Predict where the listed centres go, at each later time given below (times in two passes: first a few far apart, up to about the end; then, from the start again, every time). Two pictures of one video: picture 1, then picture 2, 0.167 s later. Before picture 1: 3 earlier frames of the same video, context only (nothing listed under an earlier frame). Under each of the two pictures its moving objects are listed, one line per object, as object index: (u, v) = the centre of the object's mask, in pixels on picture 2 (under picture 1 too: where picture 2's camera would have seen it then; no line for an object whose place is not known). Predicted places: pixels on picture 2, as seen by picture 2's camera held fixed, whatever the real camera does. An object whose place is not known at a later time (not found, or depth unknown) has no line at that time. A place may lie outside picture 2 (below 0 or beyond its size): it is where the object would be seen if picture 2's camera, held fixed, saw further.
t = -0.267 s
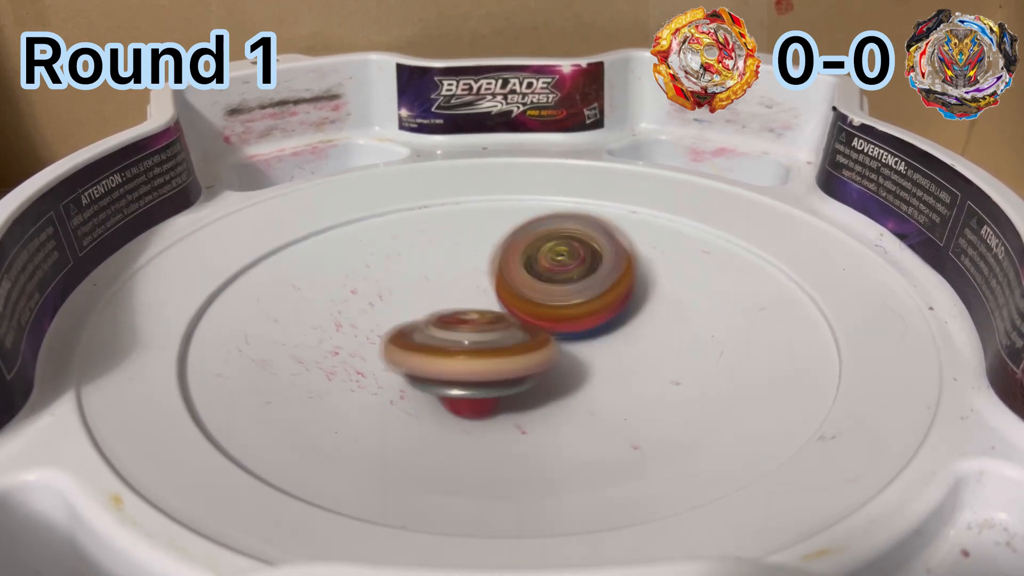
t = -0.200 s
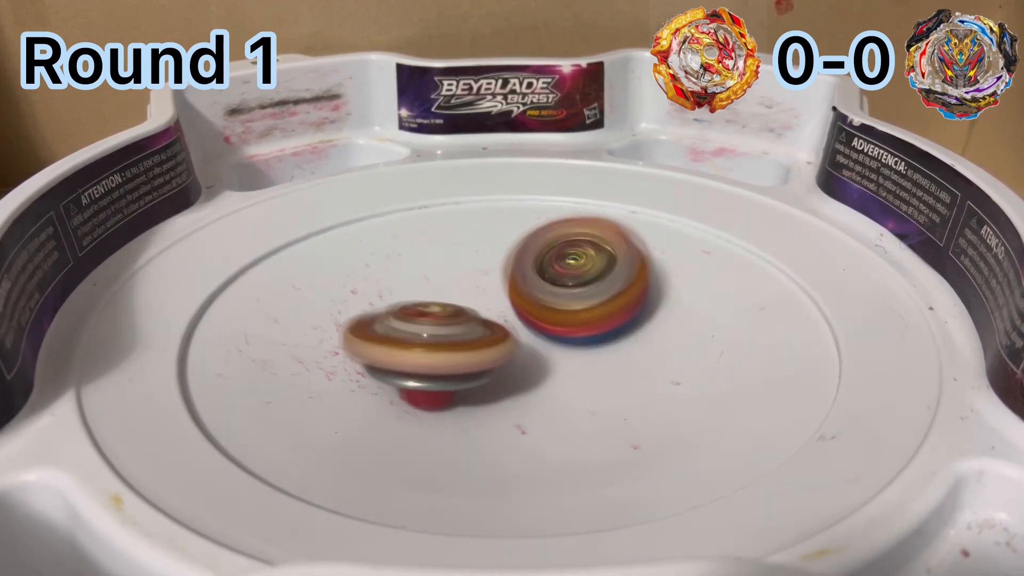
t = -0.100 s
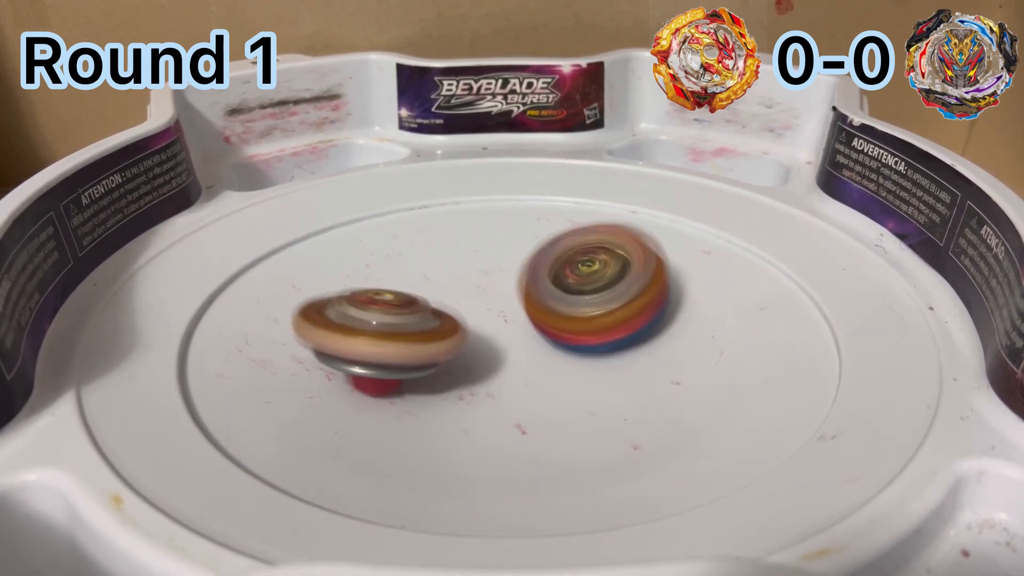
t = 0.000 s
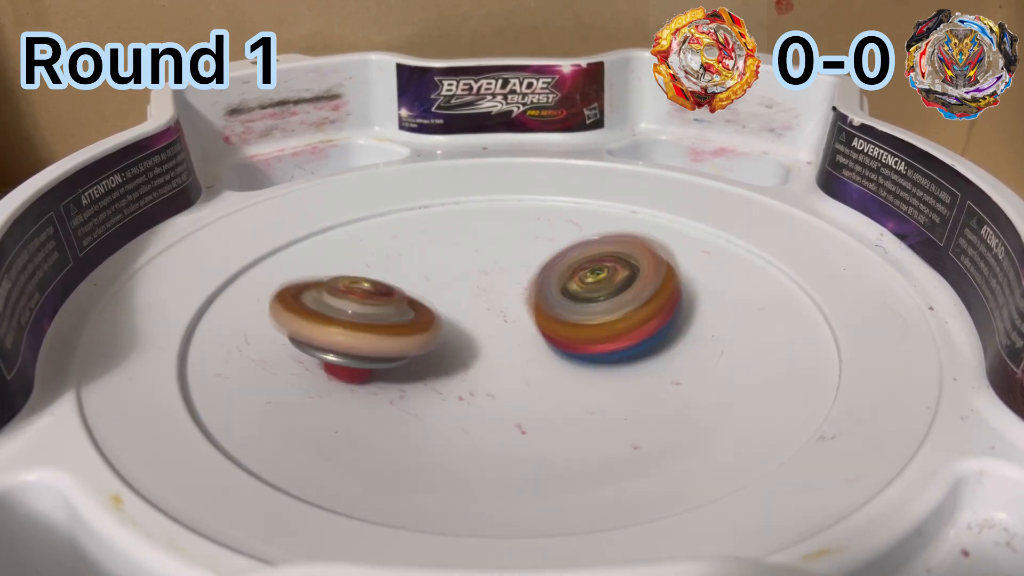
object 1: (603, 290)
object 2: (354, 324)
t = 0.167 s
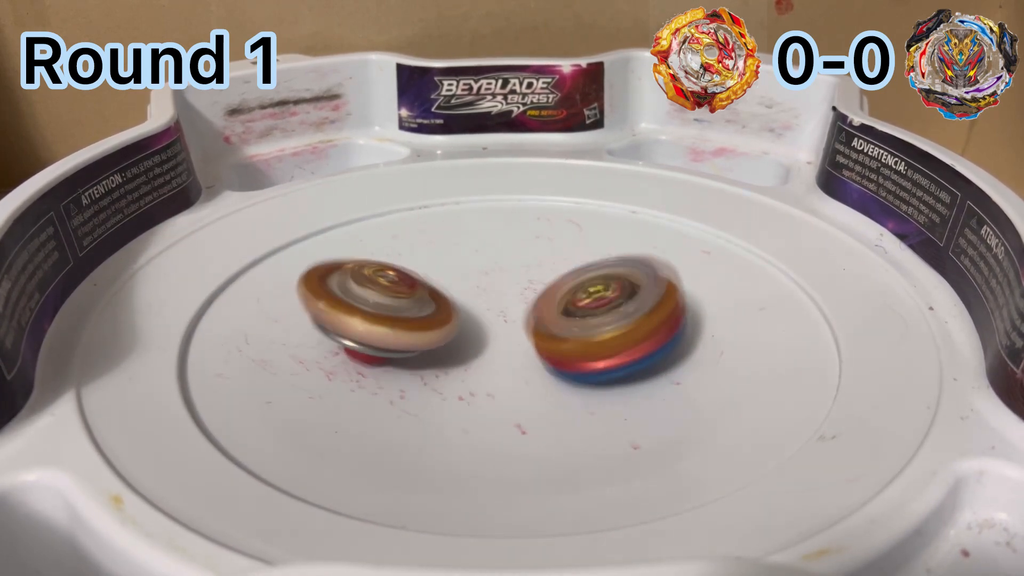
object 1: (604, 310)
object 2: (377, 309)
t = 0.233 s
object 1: (598, 318)
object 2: (397, 303)
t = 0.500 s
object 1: (542, 341)
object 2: (469, 249)
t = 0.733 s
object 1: (484, 338)
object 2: (512, 233)
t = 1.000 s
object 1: (448, 312)
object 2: (586, 262)
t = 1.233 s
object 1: (460, 286)
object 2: (670, 281)
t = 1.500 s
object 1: (508, 269)
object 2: (650, 319)
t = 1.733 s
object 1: (559, 273)
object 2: (587, 369)
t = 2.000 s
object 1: (596, 292)
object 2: (488, 377)
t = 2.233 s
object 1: (589, 318)
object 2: (417, 346)
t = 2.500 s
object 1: (537, 335)
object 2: (388, 296)
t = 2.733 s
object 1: (490, 334)
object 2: (434, 258)
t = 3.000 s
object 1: (463, 315)
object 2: (525, 239)
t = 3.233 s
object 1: (449, 295)
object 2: (634, 233)
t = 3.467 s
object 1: (465, 288)
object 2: (676, 259)
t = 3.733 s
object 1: (519, 289)
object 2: (679, 341)
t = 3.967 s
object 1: (561, 298)
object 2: (592, 392)
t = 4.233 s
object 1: (576, 313)
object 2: (433, 387)
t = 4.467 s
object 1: (560, 316)
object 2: (355, 331)
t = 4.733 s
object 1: (523, 313)
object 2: (384, 258)
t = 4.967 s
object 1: (503, 304)
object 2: (479, 217)
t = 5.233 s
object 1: (507, 296)
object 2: (592, 215)
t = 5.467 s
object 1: (507, 292)
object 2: (679, 260)
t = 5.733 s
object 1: (502, 297)
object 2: (701, 346)
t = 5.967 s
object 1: (500, 301)
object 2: (586, 398)
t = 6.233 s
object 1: (511, 304)
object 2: (398, 376)
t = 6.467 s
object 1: (523, 306)
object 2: (332, 305)
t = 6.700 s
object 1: (535, 305)
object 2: (385, 251)
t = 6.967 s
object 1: (542, 304)
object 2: (513, 217)
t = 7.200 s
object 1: (537, 301)
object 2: (631, 232)
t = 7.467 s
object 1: (513, 299)
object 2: (702, 285)
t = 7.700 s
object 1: (503, 295)
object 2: (663, 357)
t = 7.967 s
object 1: (510, 291)
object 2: (497, 386)
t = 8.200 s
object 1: (526, 293)
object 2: (391, 338)
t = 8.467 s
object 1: (554, 299)
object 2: (411, 268)
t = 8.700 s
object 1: (548, 310)
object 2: (501, 234)
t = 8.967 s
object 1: (508, 323)
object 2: (622, 262)
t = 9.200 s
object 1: (488, 316)
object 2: (656, 322)
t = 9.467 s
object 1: (473, 292)
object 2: (570, 381)
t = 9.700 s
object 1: (490, 285)
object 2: (448, 372)
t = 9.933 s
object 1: (569, 259)
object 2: (395, 314)
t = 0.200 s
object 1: (601, 315)
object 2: (387, 306)
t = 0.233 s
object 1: (598, 318)
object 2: (397, 303)
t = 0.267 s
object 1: (595, 321)
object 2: (408, 299)
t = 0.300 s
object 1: (590, 325)
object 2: (420, 293)
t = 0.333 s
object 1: (585, 328)
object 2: (429, 287)
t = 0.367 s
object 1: (578, 332)
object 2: (438, 279)
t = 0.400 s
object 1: (569, 335)
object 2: (447, 272)
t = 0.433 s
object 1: (560, 337)
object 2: (455, 264)
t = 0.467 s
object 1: (552, 339)
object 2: (462, 257)
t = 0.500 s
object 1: (542, 341)
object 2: (469, 249)
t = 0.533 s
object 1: (534, 342)
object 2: (475, 242)
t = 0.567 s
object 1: (525, 342)
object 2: (481, 237)
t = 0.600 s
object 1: (516, 342)
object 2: (487, 233)
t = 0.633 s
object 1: (507, 342)
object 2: (494, 230)
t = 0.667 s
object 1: (499, 341)
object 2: (500, 230)
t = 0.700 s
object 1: (492, 339)
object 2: (506, 230)
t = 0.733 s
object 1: (484, 338)
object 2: (512, 233)
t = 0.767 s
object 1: (477, 336)
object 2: (519, 235)
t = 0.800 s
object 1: (471, 333)
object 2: (527, 238)
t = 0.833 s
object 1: (465, 330)
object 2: (533, 242)
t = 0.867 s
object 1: (459, 327)
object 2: (540, 246)
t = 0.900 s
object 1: (455, 324)
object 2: (548, 250)
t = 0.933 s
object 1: (451, 320)
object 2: (559, 254)
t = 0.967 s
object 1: (450, 316)
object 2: (572, 257)
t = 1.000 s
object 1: (448, 312)
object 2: (586, 262)
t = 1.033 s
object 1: (448, 308)
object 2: (597, 264)
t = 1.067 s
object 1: (448, 304)
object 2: (610, 267)
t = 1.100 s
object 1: (449, 300)
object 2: (624, 270)
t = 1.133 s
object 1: (450, 296)
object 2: (639, 272)
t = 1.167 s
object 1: (452, 293)
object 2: (653, 275)
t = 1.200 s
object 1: (456, 289)
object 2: (663, 278)
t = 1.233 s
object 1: (460, 286)
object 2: (670, 281)
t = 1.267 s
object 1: (465, 283)
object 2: (674, 284)
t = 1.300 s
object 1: (471, 280)
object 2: (676, 289)
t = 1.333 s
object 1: (475, 277)
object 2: (677, 293)
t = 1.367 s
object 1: (482, 275)
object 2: (676, 298)
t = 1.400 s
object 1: (488, 273)
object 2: (673, 303)
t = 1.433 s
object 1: (494, 271)
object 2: (668, 308)
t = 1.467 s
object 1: (501, 270)
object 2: (660, 314)
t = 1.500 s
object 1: (508, 269)
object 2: (650, 319)
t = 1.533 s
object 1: (515, 268)
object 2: (642, 326)
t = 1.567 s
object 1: (522, 268)
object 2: (633, 333)
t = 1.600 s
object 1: (529, 267)
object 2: (626, 342)
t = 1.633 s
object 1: (537, 269)
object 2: (619, 350)
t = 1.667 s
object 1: (544, 269)
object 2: (607, 357)
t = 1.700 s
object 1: (552, 272)
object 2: (598, 364)
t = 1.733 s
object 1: (559, 273)
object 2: (587, 369)
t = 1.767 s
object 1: (566, 275)
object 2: (575, 374)
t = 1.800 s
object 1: (573, 276)
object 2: (564, 378)
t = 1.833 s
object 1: (578, 277)
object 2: (551, 380)
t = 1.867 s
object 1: (583, 279)
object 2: (539, 381)
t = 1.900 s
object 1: (588, 281)
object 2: (526, 381)
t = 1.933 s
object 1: (591, 284)
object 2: (514, 381)
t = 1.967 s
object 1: (594, 288)
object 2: (501, 380)
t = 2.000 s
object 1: (596, 292)
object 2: (488, 377)
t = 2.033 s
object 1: (598, 295)
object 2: (477, 375)
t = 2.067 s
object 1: (598, 299)
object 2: (465, 371)
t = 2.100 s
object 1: (598, 303)
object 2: (452, 367)
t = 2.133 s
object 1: (597, 307)
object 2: (443, 363)
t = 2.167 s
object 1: (595, 311)
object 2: (434, 358)
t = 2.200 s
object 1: (592, 315)
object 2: (425, 352)
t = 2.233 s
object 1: (589, 318)
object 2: (417, 346)
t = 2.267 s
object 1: (584, 321)
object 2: (408, 340)
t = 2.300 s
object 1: (581, 324)
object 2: (398, 333)
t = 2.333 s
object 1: (574, 326)
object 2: (392, 327)
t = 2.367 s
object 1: (571, 329)
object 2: (387, 320)
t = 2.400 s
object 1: (563, 331)
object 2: (385, 314)
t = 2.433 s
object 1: (555, 332)
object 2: (385, 308)
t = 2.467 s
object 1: (545, 334)
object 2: (386, 302)
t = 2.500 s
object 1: (537, 335)
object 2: (388, 296)
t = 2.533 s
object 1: (529, 338)
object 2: (391, 291)
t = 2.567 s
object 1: (519, 336)
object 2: (395, 284)
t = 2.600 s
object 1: (511, 337)
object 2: (400, 278)
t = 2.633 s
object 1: (505, 337)
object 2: (407, 273)
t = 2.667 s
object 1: (502, 336)
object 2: (416, 268)
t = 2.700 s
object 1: (498, 336)
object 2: (426, 263)
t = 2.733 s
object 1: (490, 334)
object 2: (434, 258)
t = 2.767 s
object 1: (484, 332)
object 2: (445, 254)
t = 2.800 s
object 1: (478, 332)
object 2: (456, 251)
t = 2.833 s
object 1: (474, 330)
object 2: (465, 248)
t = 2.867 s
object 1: (471, 328)
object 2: (479, 246)
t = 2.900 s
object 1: (468, 322)
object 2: (491, 242)
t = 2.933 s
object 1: (467, 322)
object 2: (503, 240)
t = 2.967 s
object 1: (464, 318)
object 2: (515, 240)
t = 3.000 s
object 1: (463, 315)
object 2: (525, 239)
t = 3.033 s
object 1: (463, 312)
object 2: (537, 239)
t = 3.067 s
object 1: (464, 307)
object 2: (549, 239)
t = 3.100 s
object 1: (466, 304)
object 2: (558, 240)
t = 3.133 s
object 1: (465, 301)
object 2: (574, 240)
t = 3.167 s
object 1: (453, 299)
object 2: (595, 238)
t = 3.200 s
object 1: (448, 296)
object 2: (619, 235)
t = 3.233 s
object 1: (449, 295)
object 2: (634, 233)
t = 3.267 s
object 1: (449, 293)
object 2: (649, 233)
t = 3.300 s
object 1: (449, 292)
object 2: (658, 234)
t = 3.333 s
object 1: (451, 291)
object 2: (667, 237)
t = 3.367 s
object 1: (454, 289)
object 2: (672, 241)
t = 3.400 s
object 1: (457, 289)
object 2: (677, 245)
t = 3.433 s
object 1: (461, 288)
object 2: (677, 252)
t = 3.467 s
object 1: (465, 288)
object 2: (676, 259)
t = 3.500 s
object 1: (470, 287)
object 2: (676, 267)
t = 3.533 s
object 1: (476, 287)
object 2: (678, 276)
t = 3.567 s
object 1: (483, 286)
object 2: (678, 286)
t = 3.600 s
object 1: (490, 286)
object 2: (679, 296)
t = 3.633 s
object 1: (497, 286)
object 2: (683, 307)
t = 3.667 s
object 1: (505, 287)
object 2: (683, 318)
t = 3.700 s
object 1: (513, 288)
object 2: (682, 329)
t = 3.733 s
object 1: (519, 289)
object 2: (679, 341)
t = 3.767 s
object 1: (527, 290)
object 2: (673, 350)
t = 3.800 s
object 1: (533, 291)
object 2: (664, 360)
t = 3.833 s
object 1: (540, 292)
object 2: (653, 368)
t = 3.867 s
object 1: (546, 293)
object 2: (641, 375)
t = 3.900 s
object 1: (550, 295)
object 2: (626, 382)
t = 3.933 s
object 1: (555, 298)
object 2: (611, 387)
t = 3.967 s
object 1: (561, 298)
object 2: (592, 392)
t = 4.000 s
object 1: (563, 300)
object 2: (576, 394)
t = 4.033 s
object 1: (565, 300)
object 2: (556, 396)
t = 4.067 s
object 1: (570, 303)
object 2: (536, 397)
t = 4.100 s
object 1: (572, 305)
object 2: (516, 397)
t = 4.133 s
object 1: (576, 307)
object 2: (496, 396)
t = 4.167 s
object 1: (577, 311)
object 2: (473, 395)
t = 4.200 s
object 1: (576, 313)
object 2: (451, 391)
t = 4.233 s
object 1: (576, 313)
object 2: (433, 387)
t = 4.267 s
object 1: (575, 314)
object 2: (414, 380)
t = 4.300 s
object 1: (575, 315)
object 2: (397, 374)
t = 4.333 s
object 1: (573, 315)
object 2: (387, 366)
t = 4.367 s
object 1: (569, 316)
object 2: (375, 358)
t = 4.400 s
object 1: (569, 317)
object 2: (365, 349)
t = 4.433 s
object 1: (564, 318)
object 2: (360, 340)
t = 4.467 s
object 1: (560, 316)
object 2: (355, 331)
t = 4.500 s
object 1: (557, 318)
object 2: (353, 320)
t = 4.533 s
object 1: (552, 318)
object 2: (351, 311)
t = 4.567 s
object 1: (548, 318)
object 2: (352, 301)
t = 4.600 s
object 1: (542, 317)
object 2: (356, 291)
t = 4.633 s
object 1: (536, 315)
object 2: (360, 283)
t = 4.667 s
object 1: (532, 314)
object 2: (368, 273)
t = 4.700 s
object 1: (526, 313)
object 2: (376, 265)
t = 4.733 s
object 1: (523, 313)
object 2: (384, 258)
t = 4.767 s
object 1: (518, 309)
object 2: (396, 250)
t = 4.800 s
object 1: (515, 309)
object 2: (406, 244)
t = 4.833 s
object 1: (512, 307)
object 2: (416, 238)
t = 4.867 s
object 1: (508, 305)
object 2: (432, 230)
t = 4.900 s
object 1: (507, 303)
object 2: (445, 226)
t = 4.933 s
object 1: (503, 301)
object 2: (458, 221)
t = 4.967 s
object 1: (503, 304)
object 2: (479, 217)
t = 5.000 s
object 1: (501, 303)
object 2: (495, 213)
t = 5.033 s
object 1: (500, 302)
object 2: (509, 211)
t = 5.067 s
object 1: (500, 301)
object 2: (525, 209)
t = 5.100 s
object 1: (500, 299)
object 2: (539, 208)
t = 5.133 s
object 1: (501, 299)
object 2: (552, 208)
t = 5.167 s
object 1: (503, 298)
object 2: (564, 209)
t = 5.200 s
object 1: (505, 296)
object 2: (579, 210)
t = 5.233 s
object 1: (507, 296)
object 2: (592, 215)
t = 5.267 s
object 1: (509, 295)
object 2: (602, 218)
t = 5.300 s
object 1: (511, 294)
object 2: (613, 223)
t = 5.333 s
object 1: (514, 293)
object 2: (628, 230)
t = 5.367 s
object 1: (517, 293)
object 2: (638, 238)
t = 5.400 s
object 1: (520, 293)
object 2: (648, 245)
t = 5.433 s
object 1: (511, 292)
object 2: (664, 252)
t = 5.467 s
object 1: (507, 292)
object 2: (679, 260)
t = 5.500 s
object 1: (507, 291)
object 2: (688, 271)
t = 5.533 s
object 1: (507, 293)
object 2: (695, 280)
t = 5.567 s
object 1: (506, 293)
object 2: (702, 290)
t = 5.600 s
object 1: (504, 294)
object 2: (706, 301)
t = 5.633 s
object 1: (505, 294)
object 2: (710, 312)
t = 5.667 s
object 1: (503, 296)
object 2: (710, 324)
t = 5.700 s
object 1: (503, 296)
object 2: (707, 335)
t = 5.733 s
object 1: (502, 297)
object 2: (701, 346)
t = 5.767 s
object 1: (500, 298)
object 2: (693, 356)
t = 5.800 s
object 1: (502, 298)
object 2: (682, 365)
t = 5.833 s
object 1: (500, 299)
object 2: (668, 374)
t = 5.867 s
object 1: (500, 299)
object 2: (651, 381)
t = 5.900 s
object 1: (500, 300)
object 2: (630, 389)
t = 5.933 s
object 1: (499, 300)
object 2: (609, 394)
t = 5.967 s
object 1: (500, 301)
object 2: (586, 398)
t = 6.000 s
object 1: (500, 301)
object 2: (563, 400)
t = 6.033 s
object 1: (502, 302)
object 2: (537, 402)
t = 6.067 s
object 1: (503, 302)
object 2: (509, 402)
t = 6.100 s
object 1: (503, 303)
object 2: (485, 399)
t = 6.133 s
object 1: (505, 303)
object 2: (459, 396)
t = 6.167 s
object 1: (508, 303)
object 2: (437, 390)
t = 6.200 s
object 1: (508, 303)
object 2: (416, 384)
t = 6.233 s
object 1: (511, 304)
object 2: (398, 376)
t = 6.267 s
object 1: (511, 305)
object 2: (379, 366)
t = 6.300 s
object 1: (514, 305)
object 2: (363, 357)
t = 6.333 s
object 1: (515, 306)
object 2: (352, 347)
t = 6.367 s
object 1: (516, 305)
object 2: (342, 336)
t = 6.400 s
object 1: (519, 305)
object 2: (338, 326)
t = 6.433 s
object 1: (520, 305)
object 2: (334, 315)
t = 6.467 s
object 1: (523, 306)
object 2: (332, 305)
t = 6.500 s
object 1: (525, 305)
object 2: (333, 295)
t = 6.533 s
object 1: (526, 306)
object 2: (336, 286)
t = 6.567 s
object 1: (528, 308)
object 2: (345, 277)
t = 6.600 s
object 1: (531, 305)
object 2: (353, 269)
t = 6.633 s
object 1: (531, 305)
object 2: (363, 263)
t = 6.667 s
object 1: (534, 306)
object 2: (374, 255)
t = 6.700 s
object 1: (535, 305)
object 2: (385, 251)
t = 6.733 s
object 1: (536, 305)
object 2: (400, 243)
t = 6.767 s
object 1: (539, 306)
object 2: (414, 240)
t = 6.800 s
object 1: (539, 305)
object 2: (431, 233)
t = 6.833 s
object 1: (540, 305)
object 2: (446, 228)
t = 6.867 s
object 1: (543, 304)
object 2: (463, 225)
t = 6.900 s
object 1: (542, 305)
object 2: (479, 222)
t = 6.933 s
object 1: (542, 303)
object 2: (496, 220)
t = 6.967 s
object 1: (542, 304)
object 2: (513, 217)
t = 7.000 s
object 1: (540, 303)
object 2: (530, 217)
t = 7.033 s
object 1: (541, 303)
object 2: (550, 216)
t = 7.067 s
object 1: (540, 302)
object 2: (569, 217)
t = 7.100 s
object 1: (539, 301)
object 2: (587, 220)
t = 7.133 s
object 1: (538, 302)
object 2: (603, 222)
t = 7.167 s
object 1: (537, 300)
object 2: (617, 228)
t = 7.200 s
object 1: (537, 301)
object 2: (631, 232)
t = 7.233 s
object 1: (535, 300)
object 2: (642, 239)
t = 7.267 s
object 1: (533, 300)
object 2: (650, 240)
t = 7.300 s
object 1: (525, 300)
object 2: (665, 246)
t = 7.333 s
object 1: (523, 299)
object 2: (675, 252)
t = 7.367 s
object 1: (521, 300)
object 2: (685, 259)
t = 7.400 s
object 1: (517, 298)
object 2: (693, 267)
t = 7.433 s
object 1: (516, 300)
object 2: (698, 276)
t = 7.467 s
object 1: (513, 299)
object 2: (702, 285)
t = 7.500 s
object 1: (510, 299)
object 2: (704, 295)
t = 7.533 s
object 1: (508, 299)
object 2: (704, 307)
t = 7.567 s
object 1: (507, 298)
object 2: (701, 318)
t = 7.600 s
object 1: (505, 297)
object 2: (696, 328)
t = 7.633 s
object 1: (503, 296)
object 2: (688, 338)
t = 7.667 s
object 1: (503, 296)
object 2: (677, 348)
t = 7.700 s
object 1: (503, 295)
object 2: (663, 357)
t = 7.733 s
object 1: (503, 295)
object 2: (647, 365)
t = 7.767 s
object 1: (502, 295)
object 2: (629, 372)
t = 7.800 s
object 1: (503, 293)
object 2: (609, 378)
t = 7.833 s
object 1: (503, 293)
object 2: (588, 383)
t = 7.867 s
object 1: (504, 292)
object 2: (565, 387)
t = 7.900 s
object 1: (505, 293)
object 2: (542, 388)
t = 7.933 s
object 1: (507, 293)
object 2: (519, 387)
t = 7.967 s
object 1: (510, 291)
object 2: (497, 386)
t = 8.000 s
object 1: (511, 290)
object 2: (475, 382)
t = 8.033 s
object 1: (513, 291)
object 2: (455, 377)
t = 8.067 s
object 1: (516, 292)
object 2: (438, 371)
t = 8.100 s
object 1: (519, 292)
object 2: (424, 364)
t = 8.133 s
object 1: (523, 292)
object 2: (410, 356)
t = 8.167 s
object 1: (525, 294)
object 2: (399, 348)
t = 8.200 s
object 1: (526, 293)
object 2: (391, 338)
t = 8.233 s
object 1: (534, 294)
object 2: (384, 328)
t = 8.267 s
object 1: (539, 295)
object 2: (381, 318)
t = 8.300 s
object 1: (542, 295)
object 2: (381, 309)
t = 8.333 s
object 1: (545, 296)
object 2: (383, 300)
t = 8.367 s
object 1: (547, 296)
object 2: (387, 291)
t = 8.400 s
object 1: (552, 297)
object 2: (394, 282)
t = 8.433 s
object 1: (553, 298)
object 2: (403, 275)
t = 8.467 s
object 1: (554, 299)
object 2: (411, 268)
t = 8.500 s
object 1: (555, 300)
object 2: (421, 262)
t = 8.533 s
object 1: (555, 302)
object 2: (433, 256)
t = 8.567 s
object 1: (557, 303)
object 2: (444, 250)
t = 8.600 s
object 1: (555, 305)
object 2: (457, 246)
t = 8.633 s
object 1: (554, 305)
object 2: (472, 241)
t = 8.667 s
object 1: (551, 308)
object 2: (486, 237)
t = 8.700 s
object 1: (548, 310)
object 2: (501, 234)
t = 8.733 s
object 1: (544, 314)
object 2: (517, 233)
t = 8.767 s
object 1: (541, 314)
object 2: (536, 234)
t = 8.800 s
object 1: (536, 317)
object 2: (552, 236)
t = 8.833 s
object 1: (533, 316)
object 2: (566, 238)
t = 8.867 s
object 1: (530, 317)
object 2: (582, 242)
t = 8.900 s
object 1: (527, 319)
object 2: (597, 247)
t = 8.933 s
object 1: (516, 320)
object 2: (610, 253)
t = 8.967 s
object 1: (508, 323)
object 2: (622, 262)
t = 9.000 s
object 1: (505, 320)
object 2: (630, 270)
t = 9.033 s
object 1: (500, 319)
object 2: (638, 277)
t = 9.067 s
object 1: (496, 318)
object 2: (644, 286)
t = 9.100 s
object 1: (494, 318)
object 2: (649, 294)
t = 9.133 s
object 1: (491, 319)
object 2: (652, 303)
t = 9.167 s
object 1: (491, 317)
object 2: (654, 312)
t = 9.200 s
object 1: (488, 316)
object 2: (656, 322)
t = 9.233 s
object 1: (486, 311)
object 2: (654, 332)
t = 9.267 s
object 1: (483, 308)
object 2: (646, 342)
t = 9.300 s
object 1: (480, 304)
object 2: (639, 352)
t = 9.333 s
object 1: (476, 302)
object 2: (628, 359)
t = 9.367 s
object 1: (475, 299)
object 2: (615, 367)
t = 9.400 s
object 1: (473, 296)
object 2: (601, 373)
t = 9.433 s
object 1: (473, 294)
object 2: (586, 377)
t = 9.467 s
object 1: (473, 292)
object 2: (570, 381)
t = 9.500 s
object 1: (475, 289)
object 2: (552, 383)
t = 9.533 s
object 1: (476, 288)
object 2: (532, 385)
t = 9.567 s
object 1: (479, 288)
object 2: (514, 385)
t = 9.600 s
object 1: (481, 287)
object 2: (496, 385)
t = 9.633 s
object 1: (483, 287)
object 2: (480, 382)
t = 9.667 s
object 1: (486, 289)
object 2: (463, 379)
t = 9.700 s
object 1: (490, 285)
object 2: (448, 372)
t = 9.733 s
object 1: (496, 286)
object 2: (435, 366)
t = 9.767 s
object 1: (504, 285)
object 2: (423, 358)
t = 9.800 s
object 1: (517, 284)
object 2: (410, 350)
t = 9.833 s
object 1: (534, 277)
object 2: (398, 341)
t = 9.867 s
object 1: (550, 269)
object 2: (395, 332)
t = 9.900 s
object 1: (561, 264)
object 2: (394, 323)
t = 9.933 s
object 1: (569, 259)
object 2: (395, 314)
